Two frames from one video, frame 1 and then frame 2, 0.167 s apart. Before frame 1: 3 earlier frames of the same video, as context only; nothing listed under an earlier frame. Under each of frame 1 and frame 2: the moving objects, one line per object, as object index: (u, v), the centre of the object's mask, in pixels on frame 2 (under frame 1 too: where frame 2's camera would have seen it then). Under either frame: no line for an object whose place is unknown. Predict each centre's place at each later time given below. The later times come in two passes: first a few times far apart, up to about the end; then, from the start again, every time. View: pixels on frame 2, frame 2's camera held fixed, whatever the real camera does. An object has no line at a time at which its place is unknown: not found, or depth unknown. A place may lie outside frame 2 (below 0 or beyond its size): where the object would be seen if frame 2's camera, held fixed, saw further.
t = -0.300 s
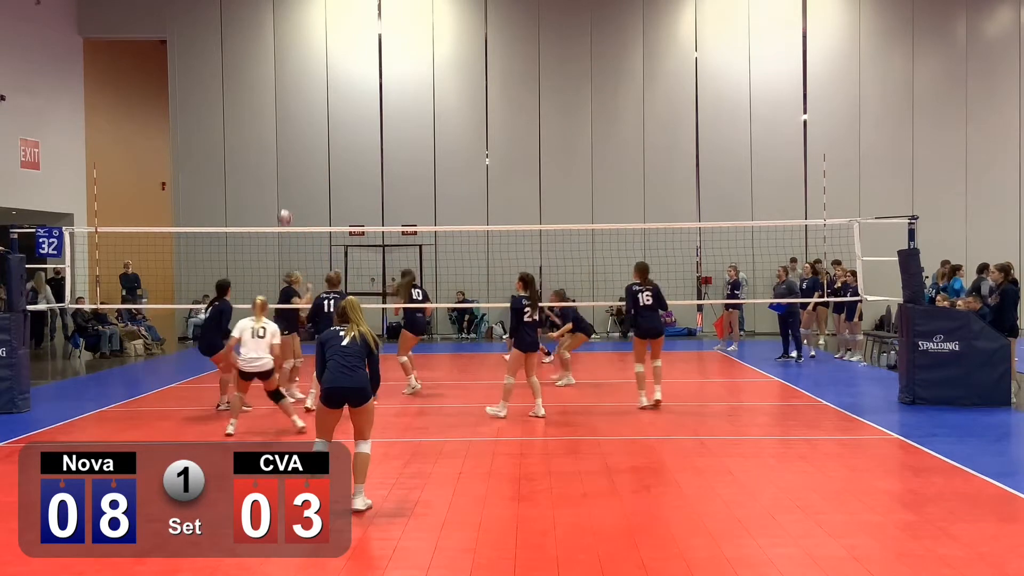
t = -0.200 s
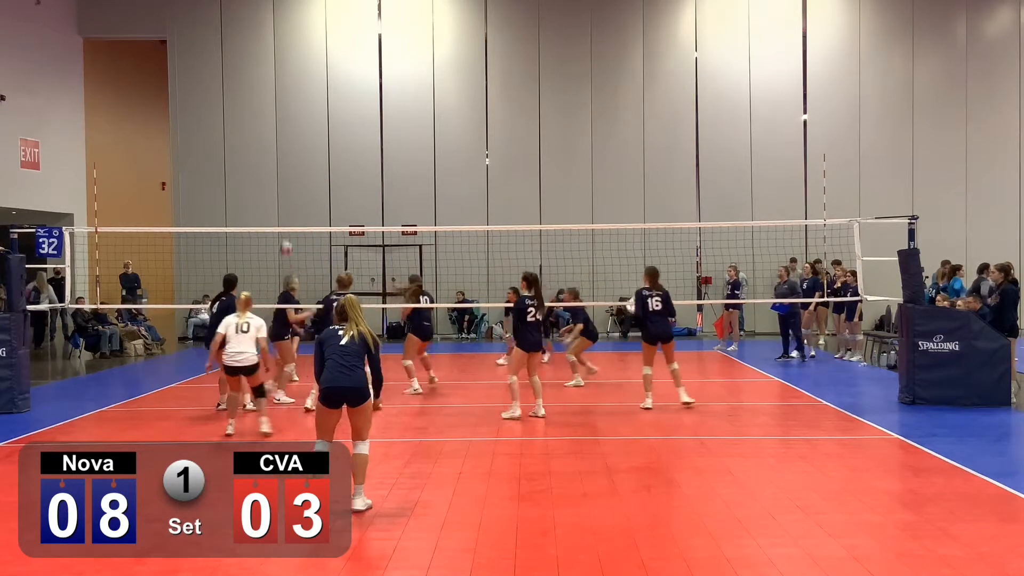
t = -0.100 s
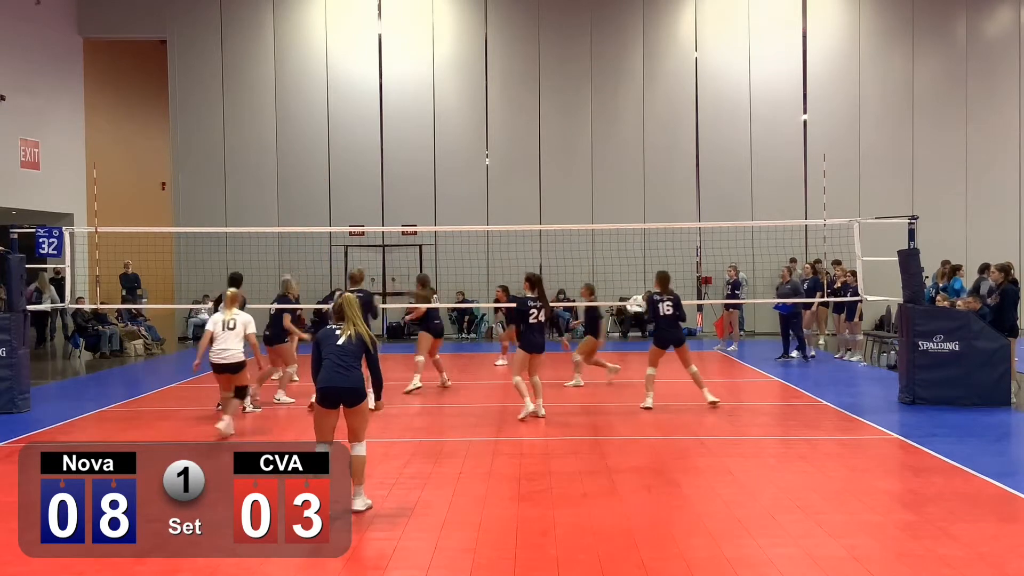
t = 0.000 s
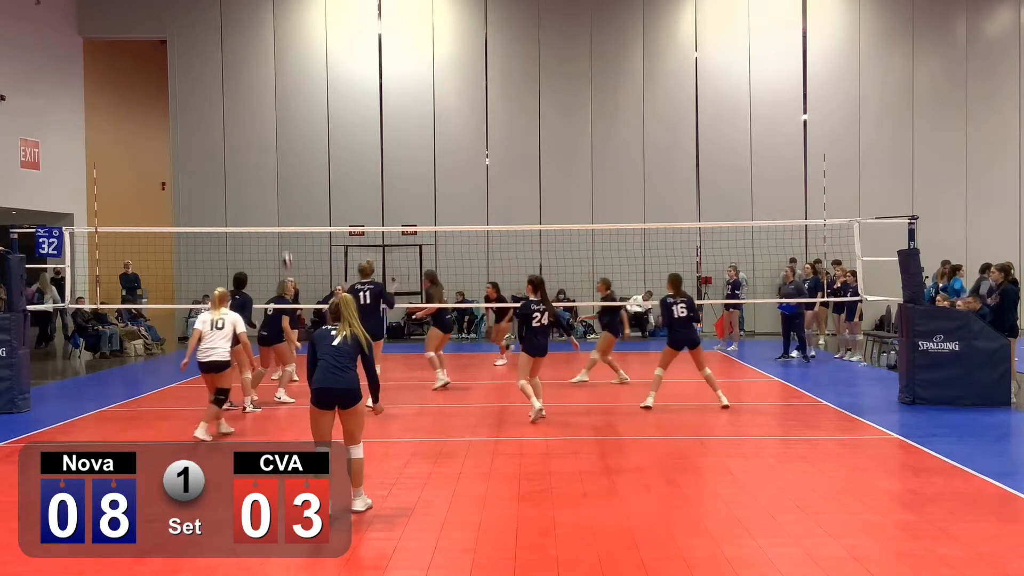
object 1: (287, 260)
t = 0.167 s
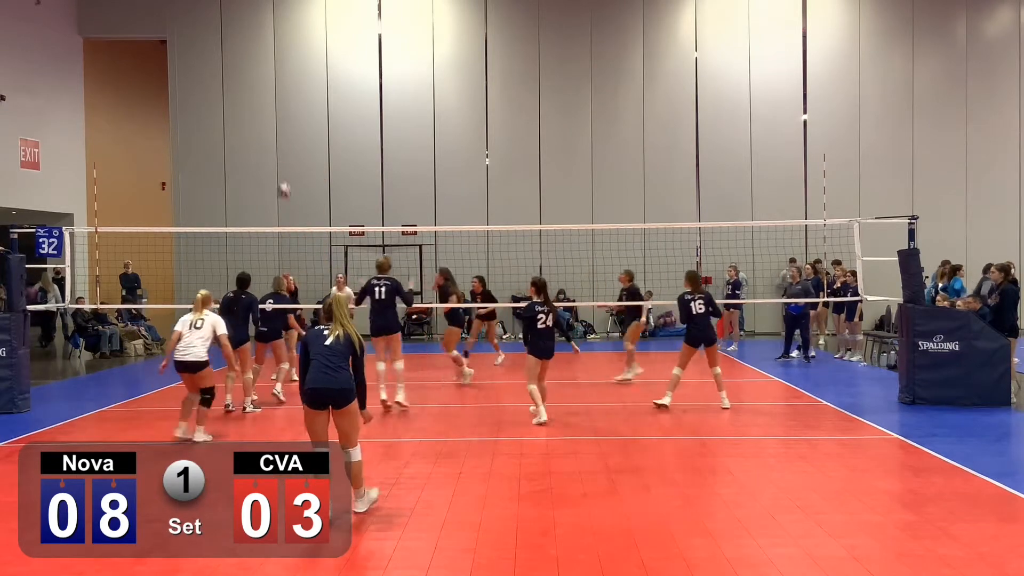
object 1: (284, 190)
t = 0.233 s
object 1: (283, 168)
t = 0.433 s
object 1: (280, 118)
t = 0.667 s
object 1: (276, 95)
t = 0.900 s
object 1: (274, 108)
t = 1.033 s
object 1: (272, 131)
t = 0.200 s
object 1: (283, 178)
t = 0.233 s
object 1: (283, 168)
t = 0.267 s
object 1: (282, 158)
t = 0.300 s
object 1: (282, 149)
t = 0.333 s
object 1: (281, 140)
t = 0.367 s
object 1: (281, 132)
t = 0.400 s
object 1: (280, 125)
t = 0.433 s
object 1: (280, 118)
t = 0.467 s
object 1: (279, 113)
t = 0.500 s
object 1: (279, 108)
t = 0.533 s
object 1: (278, 104)
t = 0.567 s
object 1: (278, 101)
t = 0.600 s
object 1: (277, 98)
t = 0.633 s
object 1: (277, 96)
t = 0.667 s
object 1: (276, 95)
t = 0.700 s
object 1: (276, 94)
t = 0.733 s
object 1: (275, 95)
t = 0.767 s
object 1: (275, 96)
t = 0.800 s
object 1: (275, 97)
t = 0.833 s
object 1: (274, 100)
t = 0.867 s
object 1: (274, 103)
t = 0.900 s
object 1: (274, 108)
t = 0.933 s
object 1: (273, 112)
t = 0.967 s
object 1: (273, 118)
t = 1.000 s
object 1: (273, 124)
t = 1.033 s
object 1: (272, 131)
